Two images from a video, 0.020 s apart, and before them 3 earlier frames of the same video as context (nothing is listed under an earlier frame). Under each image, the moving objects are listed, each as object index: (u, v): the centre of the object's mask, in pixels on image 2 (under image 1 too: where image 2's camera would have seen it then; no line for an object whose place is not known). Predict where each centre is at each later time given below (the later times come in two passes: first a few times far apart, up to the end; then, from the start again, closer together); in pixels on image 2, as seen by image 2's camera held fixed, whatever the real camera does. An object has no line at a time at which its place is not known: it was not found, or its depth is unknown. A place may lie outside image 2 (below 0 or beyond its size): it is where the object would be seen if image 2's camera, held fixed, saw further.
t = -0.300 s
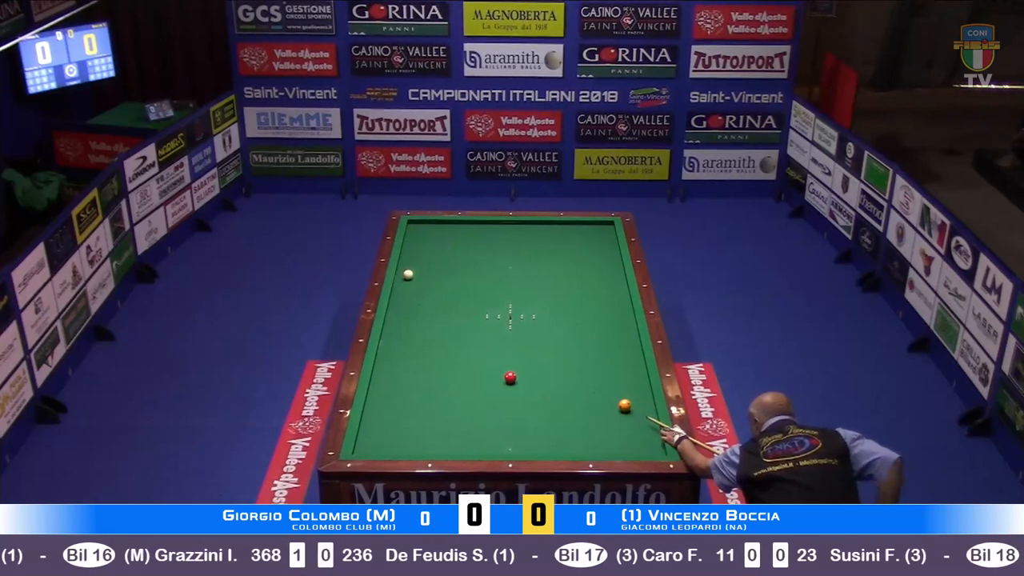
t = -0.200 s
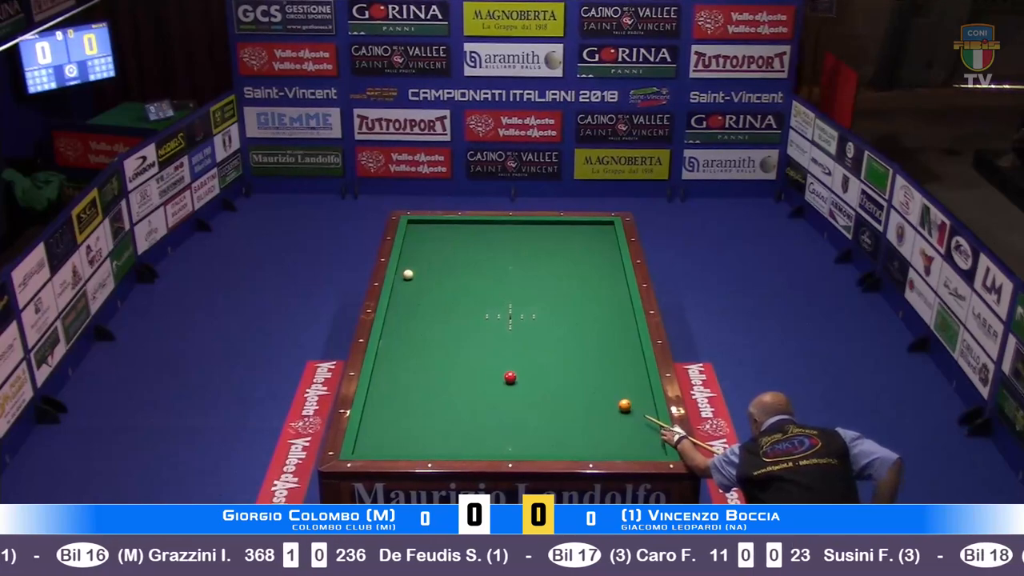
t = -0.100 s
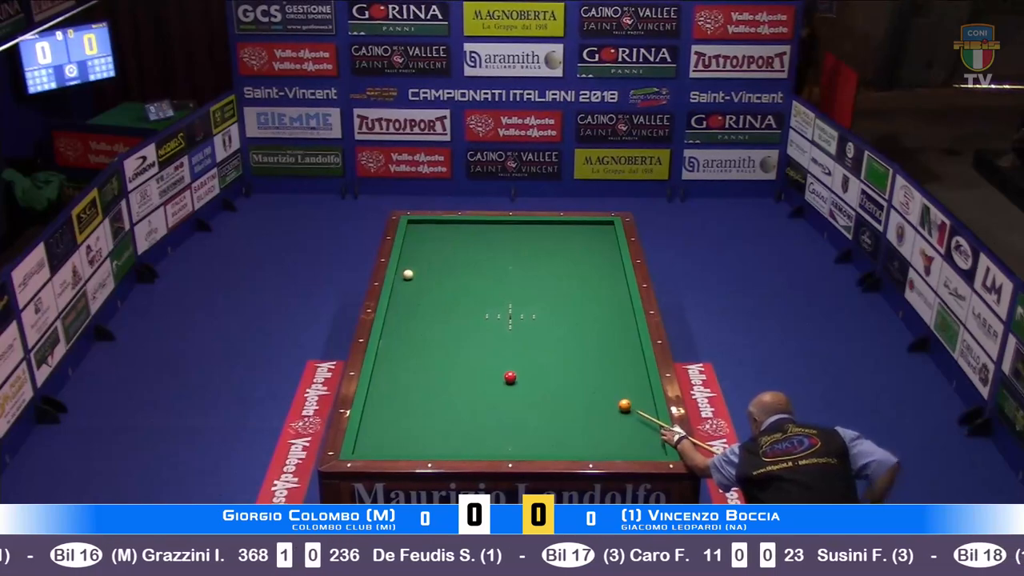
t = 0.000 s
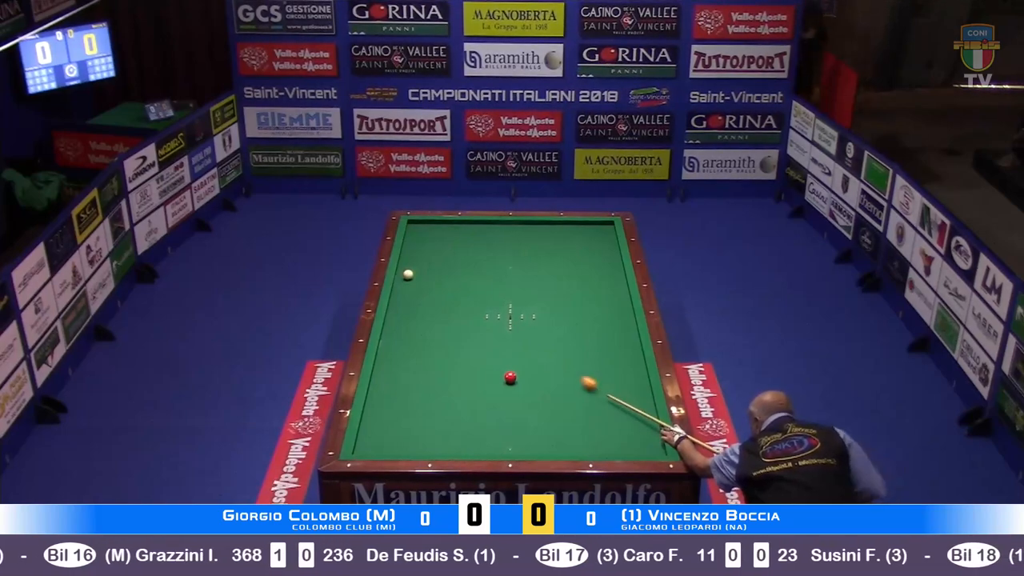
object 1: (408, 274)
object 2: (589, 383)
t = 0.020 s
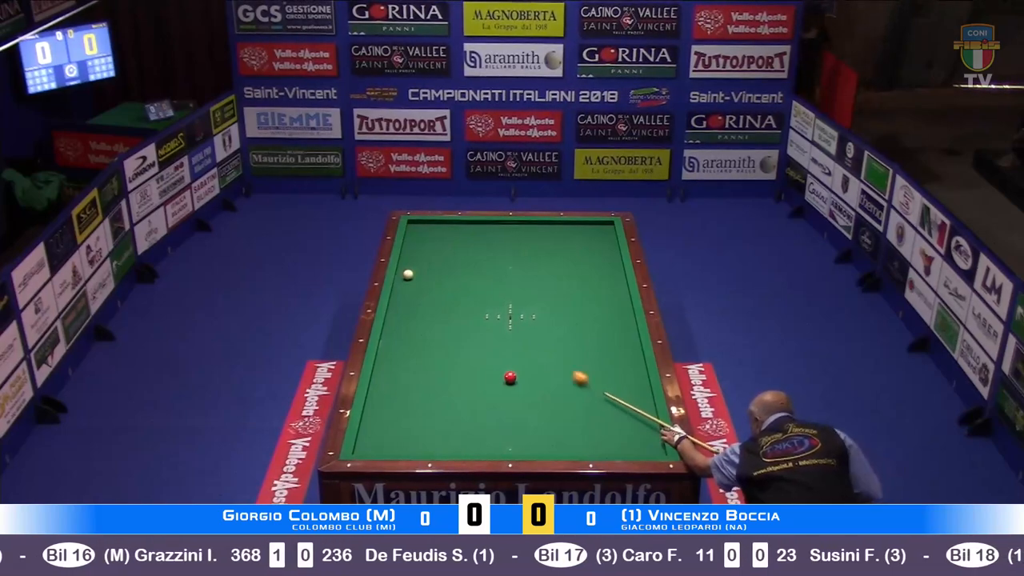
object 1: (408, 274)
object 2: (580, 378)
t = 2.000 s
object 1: (612, 243)
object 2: (442, 249)
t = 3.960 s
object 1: (469, 320)
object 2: (495, 225)
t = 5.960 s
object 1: (407, 401)
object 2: (521, 236)
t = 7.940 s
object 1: (463, 444)
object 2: (531, 241)
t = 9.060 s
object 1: (480, 429)
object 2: (531, 240)
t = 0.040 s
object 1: (408, 274)
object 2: (571, 372)
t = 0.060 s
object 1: (408, 274)
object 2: (563, 367)
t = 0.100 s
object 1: (408, 274)
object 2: (547, 357)
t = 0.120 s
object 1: (408, 274)
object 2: (539, 353)
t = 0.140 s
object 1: (408, 274)
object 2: (531, 348)
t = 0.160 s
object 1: (408, 274)
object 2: (524, 344)
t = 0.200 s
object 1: (408, 274)
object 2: (510, 336)
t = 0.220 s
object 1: (408, 274)
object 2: (503, 332)
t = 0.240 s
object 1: (408, 274)
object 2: (497, 328)
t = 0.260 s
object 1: (408, 274)
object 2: (490, 324)
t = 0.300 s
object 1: (408, 274)
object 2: (477, 316)
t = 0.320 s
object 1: (408, 274)
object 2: (472, 313)
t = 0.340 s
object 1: (408, 274)
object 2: (466, 310)
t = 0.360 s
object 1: (408, 274)
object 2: (460, 306)
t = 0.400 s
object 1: (408, 274)
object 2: (449, 300)
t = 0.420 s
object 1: (408, 274)
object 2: (444, 296)
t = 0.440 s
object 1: (408, 274)
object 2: (439, 294)
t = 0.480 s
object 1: (408, 274)
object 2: (428, 287)
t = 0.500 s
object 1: (408, 274)
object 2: (424, 284)
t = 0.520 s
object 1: (408, 274)
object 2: (419, 281)
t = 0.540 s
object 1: (407, 274)
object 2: (414, 279)
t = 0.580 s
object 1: (401, 269)
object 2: (412, 278)
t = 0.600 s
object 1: (404, 267)
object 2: (413, 278)
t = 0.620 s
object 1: (408, 265)
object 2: (412, 278)
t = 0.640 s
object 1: (413, 264)
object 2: (412, 278)
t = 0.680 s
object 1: (421, 261)
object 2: (411, 277)
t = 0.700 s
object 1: (426, 259)
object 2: (410, 277)
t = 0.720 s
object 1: (429, 257)
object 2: (409, 277)
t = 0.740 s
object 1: (433, 256)
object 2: (409, 276)
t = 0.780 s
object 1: (441, 253)
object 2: (407, 276)
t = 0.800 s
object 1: (445, 251)
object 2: (406, 275)
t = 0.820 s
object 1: (448, 250)
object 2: (405, 275)
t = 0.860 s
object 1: (455, 247)
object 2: (403, 274)
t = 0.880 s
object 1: (458, 246)
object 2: (402, 273)
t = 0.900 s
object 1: (461, 245)
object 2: (401, 272)
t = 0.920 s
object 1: (465, 243)
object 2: (400, 272)
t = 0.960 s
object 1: (471, 241)
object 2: (402, 271)
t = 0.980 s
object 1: (474, 240)
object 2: (403, 270)
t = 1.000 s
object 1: (476, 239)
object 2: (404, 270)
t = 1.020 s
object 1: (479, 238)
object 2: (405, 269)
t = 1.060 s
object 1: (485, 236)
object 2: (406, 269)
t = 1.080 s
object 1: (488, 235)
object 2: (407, 268)
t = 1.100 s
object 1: (491, 234)
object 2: (408, 268)
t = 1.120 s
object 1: (493, 233)
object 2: (409, 267)
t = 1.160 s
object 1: (499, 231)
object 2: (410, 266)
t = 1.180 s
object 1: (501, 230)
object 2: (411, 266)
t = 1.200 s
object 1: (504, 229)
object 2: (412, 266)
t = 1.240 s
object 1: (510, 227)
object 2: (414, 265)
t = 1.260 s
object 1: (512, 226)
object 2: (414, 264)
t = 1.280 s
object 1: (515, 225)
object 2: (415, 264)
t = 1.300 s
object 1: (517, 224)
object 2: (416, 263)
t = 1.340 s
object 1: (523, 222)
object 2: (418, 262)
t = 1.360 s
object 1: (525, 223)
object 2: (418, 262)
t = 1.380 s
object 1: (528, 224)
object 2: (419, 261)
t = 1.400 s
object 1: (531, 224)
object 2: (420, 261)
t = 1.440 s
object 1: (536, 226)
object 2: (421, 260)
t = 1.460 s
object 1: (539, 227)
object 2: (422, 260)
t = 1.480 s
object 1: (541, 227)
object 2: (423, 259)
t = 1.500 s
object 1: (544, 228)
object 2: (424, 259)
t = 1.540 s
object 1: (550, 229)
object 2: (425, 258)
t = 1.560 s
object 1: (552, 230)
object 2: (426, 258)
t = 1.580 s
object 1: (555, 230)
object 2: (427, 257)
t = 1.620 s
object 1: (560, 232)
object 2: (428, 256)
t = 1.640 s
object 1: (563, 232)
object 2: (429, 256)
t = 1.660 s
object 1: (566, 233)
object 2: (430, 256)
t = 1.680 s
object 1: (568, 234)
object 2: (431, 255)
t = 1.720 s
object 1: (573, 235)
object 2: (432, 255)
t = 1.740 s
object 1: (576, 235)
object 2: (433, 254)
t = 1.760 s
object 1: (579, 236)
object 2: (434, 254)
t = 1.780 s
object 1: (582, 237)
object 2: (434, 253)
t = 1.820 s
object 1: (587, 238)
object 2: (436, 252)
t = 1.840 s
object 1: (590, 239)
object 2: (436, 252)
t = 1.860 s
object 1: (593, 239)
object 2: (437, 252)
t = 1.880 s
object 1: (595, 240)
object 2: (438, 251)
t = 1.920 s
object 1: (601, 241)
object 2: (439, 251)
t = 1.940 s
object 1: (604, 242)
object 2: (440, 250)
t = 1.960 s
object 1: (606, 242)
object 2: (440, 250)
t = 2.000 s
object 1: (612, 243)
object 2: (442, 249)
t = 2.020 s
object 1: (614, 244)
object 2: (442, 249)
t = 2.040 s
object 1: (613, 245)
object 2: (444, 248)
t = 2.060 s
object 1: (611, 246)
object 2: (444, 248)
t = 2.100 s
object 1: (607, 247)
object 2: (445, 247)
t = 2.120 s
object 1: (605, 248)
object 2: (446, 247)
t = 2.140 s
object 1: (604, 249)
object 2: (447, 246)
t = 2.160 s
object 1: (602, 249)
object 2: (447, 246)
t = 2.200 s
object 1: (600, 251)
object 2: (449, 245)
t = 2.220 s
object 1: (598, 251)
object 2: (449, 245)
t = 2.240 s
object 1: (596, 252)
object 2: (450, 245)
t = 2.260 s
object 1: (595, 253)
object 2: (451, 244)
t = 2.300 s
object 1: (593, 255)
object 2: (452, 244)
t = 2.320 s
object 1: (591, 255)
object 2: (453, 243)
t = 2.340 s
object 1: (590, 256)
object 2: (453, 243)
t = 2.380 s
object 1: (587, 258)
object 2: (455, 242)
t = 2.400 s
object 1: (586, 258)
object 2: (455, 242)
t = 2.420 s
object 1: (584, 259)
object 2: (456, 241)
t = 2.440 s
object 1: (583, 260)
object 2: (456, 241)
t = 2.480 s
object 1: (580, 261)
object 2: (458, 240)
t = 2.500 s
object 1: (578, 262)
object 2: (458, 240)
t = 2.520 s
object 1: (577, 263)
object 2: (459, 240)
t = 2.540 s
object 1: (576, 263)
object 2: (459, 240)
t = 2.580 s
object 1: (573, 265)
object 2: (461, 239)
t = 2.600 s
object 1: (571, 266)
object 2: (461, 238)
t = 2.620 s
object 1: (570, 266)
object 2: (462, 238)
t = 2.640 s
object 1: (569, 267)
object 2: (462, 238)
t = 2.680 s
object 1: (566, 269)
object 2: (464, 237)
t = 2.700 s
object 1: (564, 269)
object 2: (464, 237)
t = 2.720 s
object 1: (563, 270)
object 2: (465, 237)
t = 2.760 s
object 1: (560, 272)
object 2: (466, 236)
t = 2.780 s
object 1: (558, 272)
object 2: (466, 235)
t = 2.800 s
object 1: (557, 273)
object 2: (467, 235)
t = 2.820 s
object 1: (556, 274)
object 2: (468, 235)
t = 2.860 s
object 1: (553, 275)
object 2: (469, 234)
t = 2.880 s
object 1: (551, 276)
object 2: (470, 234)
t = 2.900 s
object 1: (550, 277)
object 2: (470, 234)
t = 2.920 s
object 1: (548, 278)
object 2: (471, 233)
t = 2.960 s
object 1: (545, 280)
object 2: (472, 232)
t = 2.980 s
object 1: (544, 280)
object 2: (472, 232)
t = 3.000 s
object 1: (542, 281)
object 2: (473, 232)
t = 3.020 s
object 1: (541, 282)
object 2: (473, 232)
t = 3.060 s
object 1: (538, 283)
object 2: (475, 231)
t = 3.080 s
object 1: (537, 284)
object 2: (475, 231)
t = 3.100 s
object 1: (535, 285)
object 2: (476, 230)
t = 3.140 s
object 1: (532, 286)
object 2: (477, 230)
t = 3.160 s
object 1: (530, 287)
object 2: (477, 230)
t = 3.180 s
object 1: (529, 288)
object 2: (478, 229)
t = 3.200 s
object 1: (528, 289)
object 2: (478, 229)
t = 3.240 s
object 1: (524, 291)
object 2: (480, 228)
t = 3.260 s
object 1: (523, 291)
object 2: (480, 228)
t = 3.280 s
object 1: (521, 292)
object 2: (481, 228)
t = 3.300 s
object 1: (520, 293)
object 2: (481, 227)
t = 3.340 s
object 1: (517, 294)
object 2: (482, 227)
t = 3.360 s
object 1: (515, 295)
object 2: (483, 227)
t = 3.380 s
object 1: (514, 296)
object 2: (483, 226)
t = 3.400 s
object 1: (512, 297)
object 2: (484, 226)
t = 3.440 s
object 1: (509, 298)
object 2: (485, 226)
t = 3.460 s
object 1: (508, 299)
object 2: (485, 225)
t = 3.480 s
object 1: (506, 300)
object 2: (486, 225)
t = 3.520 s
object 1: (503, 302)
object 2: (487, 225)
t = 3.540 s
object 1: (501, 303)
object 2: (487, 224)
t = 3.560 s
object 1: (500, 304)
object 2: (488, 224)
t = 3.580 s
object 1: (499, 304)
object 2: (488, 223)
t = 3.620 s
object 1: (496, 306)
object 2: (489, 223)
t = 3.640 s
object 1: (494, 307)
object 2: (490, 223)
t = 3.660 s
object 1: (492, 308)
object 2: (490, 222)
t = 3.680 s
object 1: (491, 308)
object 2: (491, 222)
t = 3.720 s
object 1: (488, 310)
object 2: (492, 223)
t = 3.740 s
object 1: (486, 311)
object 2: (492, 223)
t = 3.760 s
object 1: (484, 312)
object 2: (492, 223)
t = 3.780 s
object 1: (483, 313)
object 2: (493, 223)
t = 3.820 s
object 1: (480, 314)
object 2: (493, 223)
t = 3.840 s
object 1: (478, 315)
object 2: (494, 224)
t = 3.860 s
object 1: (476, 316)
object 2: (494, 224)
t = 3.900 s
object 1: (473, 318)
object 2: (494, 224)
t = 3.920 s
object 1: (472, 319)
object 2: (495, 224)
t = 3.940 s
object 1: (470, 320)
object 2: (495, 224)
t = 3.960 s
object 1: (469, 320)
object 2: (495, 225)
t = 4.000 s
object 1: (465, 322)
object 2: (496, 225)
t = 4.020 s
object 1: (464, 323)
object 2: (496, 225)
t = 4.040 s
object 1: (462, 324)
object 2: (497, 225)
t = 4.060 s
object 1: (461, 325)
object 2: (497, 225)
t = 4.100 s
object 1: (457, 326)
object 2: (498, 226)
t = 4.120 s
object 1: (456, 327)
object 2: (498, 226)
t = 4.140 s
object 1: (454, 328)
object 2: (498, 226)
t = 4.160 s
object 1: (452, 329)
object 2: (498, 226)
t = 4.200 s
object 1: (449, 331)
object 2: (499, 226)
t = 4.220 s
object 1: (448, 332)
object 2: (499, 226)
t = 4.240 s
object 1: (446, 332)
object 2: (500, 226)
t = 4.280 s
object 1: (442, 334)
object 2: (500, 227)
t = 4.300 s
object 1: (441, 335)
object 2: (500, 227)
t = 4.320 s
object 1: (439, 336)
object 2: (501, 227)
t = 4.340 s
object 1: (437, 337)
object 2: (501, 227)
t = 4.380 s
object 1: (434, 339)
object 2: (502, 227)
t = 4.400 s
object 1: (433, 339)
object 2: (502, 227)
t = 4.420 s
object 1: (431, 340)
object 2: (503, 228)
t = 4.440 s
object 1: (429, 341)
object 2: (503, 228)
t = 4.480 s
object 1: (426, 343)
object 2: (503, 228)
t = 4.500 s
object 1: (424, 344)
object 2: (504, 228)
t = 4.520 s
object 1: (423, 345)
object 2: (504, 229)
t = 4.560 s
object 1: (419, 347)
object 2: (504, 229)
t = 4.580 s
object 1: (417, 347)
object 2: (505, 229)
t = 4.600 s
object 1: (416, 349)
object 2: (505, 229)
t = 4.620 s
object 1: (414, 349)
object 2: (505, 229)
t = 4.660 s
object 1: (411, 351)
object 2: (506, 229)
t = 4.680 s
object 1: (409, 352)
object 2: (506, 229)
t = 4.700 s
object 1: (407, 353)
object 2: (506, 229)
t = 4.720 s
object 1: (405, 354)
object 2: (507, 229)
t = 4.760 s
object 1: (402, 356)
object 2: (507, 230)
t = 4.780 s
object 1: (400, 357)
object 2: (508, 230)
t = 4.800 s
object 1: (399, 358)
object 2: (508, 230)
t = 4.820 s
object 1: (397, 359)
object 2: (508, 230)
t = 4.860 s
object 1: (393, 360)
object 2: (508, 230)
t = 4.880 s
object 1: (392, 361)
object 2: (509, 230)
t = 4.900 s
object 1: (390, 362)
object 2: (509, 231)
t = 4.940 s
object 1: (386, 364)
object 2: (509, 231)
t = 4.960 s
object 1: (385, 365)
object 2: (510, 231)
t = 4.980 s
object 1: (383, 366)
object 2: (510, 231)
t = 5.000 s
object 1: (381, 367)
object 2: (510, 231)
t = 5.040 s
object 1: (378, 369)
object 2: (511, 231)
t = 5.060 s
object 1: (378, 369)
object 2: (511, 232)
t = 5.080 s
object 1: (379, 370)
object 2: (511, 232)
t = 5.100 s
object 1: (380, 371)
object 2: (511, 232)
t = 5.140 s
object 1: (382, 372)
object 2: (512, 232)
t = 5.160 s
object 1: (382, 373)
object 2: (512, 232)
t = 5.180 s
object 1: (383, 374)
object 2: (513, 232)
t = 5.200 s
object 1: (384, 374)
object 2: (513, 233)
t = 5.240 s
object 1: (385, 376)
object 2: (513, 233)
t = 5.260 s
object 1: (385, 377)
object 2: (513, 233)
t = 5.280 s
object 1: (386, 377)
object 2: (514, 233)
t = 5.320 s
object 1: (387, 379)
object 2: (514, 233)
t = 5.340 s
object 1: (388, 379)
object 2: (514, 233)
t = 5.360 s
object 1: (388, 380)
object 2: (514, 233)
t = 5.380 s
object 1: (389, 381)
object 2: (515, 234)
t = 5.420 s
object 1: (390, 382)
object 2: (515, 234)
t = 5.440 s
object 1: (391, 383)
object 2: (516, 234)
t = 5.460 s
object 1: (391, 384)
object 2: (516, 234)
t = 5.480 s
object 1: (392, 384)
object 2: (516, 234)
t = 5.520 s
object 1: (393, 386)
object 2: (516, 234)
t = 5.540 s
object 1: (394, 386)
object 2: (516, 234)
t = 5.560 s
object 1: (394, 387)
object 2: (517, 234)
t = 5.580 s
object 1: (395, 388)
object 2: (517, 234)
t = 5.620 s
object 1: (396, 389)
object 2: (517, 235)
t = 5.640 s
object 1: (397, 390)
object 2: (517, 235)
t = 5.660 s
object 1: (397, 391)
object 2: (518, 235)
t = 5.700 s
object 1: (399, 392)
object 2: (518, 235)
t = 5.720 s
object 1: (399, 393)
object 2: (518, 235)
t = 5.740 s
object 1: (400, 394)
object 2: (518, 235)
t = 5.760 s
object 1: (401, 394)
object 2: (519, 235)
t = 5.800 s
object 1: (402, 396)
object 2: (519, 235)
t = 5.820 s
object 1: (402, 396)
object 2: (519, 235)
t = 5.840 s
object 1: (403, 397)
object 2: (519, 236)
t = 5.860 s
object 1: (403, 398)
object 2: (520, 236)
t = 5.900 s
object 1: (405, 399)
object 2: (520, 236)
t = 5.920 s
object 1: (405, 400)
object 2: (520, 236)
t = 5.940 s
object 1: (406, 401)
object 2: (520, 236)
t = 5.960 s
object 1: (407, 401)
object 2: (521, 236)
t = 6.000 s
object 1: (408, 403)
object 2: (521, 236)
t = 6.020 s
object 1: (408, 404)
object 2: (521, 236)
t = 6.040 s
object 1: (409, 404)
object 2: (522, 237)
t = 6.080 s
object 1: (410, 406)
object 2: (522, 237)
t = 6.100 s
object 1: (411, 406)
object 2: (522, 237)
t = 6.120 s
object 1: (411, 407)
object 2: (522, 237)
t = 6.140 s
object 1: (412, 408)
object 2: (522, 237)
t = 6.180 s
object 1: (413, 409)
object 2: (523, 237)
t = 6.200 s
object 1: (414, 410)
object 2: (523, 237)
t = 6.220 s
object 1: (415, 411)
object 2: (523, 237)
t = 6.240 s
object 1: (415, 411)
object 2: (523, 237)
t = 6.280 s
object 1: (416, 413)
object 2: (523, 237)
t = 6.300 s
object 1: (417, 413)
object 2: (524, 237)
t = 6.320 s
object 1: (418, 414)
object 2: (524, 237)
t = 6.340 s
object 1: (418, 415)
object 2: (524, 237)
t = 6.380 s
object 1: (419, 416)
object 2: (524, 237)
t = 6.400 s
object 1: (420, 417)
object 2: (524, 238)
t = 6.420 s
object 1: (421, 418)
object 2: (524, 238)
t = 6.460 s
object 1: (422, 419)
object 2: (525, 238)
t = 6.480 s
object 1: (423, 420)
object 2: (525, 238)
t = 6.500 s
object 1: (423, 420)
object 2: (525, 238)
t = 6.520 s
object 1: (424, 421)
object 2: (525, 238)
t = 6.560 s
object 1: (425, 423)
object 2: (525, 238)
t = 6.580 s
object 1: (426, 423)
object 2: (526, 238)
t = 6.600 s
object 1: (426, 424)
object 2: (526, 238)
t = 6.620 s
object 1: (427, 424)
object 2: (526, 238)
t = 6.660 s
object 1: (428, 426)
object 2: (526, 238)
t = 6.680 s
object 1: (428, 427)
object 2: (526, 238)
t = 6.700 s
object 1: (429, 428)
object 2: (526, 238)
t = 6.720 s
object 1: (430, 428)
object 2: (526, 239)
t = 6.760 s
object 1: (431, 430)
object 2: (527, 239)
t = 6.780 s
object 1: (432, 430)
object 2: (527, 239)
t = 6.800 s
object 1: (432, 431)
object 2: (527, 239)
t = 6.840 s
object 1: (433, 432)
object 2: (527, 239)
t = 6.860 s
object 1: (434, 433)
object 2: (528, 239)
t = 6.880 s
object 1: (435, 434)
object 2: (528, 239)
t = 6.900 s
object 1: (433, 434)
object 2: (527, 239)
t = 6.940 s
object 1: (434, 436)
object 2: (527, 239)
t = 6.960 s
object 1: (435, 437)
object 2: (527, 239)
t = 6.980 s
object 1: (435, 437)
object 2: (527, 239)
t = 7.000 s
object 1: (436, 438)
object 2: (527, 239)
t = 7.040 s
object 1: (437, 439)
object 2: (528, 239)
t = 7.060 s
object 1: (438, 440)
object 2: (528, 239)
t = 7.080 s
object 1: (438, 441)
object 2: (528, 239)
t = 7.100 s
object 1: (439, 441)
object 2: (528, 239)
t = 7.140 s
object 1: (440, 443)
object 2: (528, 239)
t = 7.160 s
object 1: (441, 443)
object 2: (528, 240)
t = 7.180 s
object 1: (441, 444)
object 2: (529, 240)
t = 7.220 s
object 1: (443, 445)
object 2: (529, 240)
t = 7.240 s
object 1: (443, 446)
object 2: (529, 240)
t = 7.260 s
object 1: (444, 447)
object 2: (529, 240)
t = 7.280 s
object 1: (444, 447)
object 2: (529, 240)
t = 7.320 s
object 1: (445, 447)
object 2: (529, 240)
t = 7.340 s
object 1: (446, 448)
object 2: (529, 240)
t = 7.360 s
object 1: (447, 448)
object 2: (529, 240)
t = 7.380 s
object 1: (448, 449)
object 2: (529, 240)
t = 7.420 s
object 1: (450, 450)
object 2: (530, 240)
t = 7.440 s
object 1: (451, 450)
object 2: (530, 240)
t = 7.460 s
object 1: (451, 450)
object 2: (530, 240)
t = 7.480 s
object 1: (453, 449)
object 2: (530, 240)
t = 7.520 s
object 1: (453, 449)
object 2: (530, 240)
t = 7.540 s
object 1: (454, 449)
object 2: (530, 240)
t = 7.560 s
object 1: (455, 449)
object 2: (530, 240)
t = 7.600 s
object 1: (455, 448)
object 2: (530, 240)
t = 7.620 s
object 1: (456, 448)
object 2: (531, 240)
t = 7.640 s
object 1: (456, 448)
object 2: (531, 240)
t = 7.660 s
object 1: (457, 448)
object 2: (531, 240)
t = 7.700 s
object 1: (458, 448)
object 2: (531, 241)
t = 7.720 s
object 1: (458, 447)
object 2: (531, 240)
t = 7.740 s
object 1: (459, 447)
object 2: (531, 241)
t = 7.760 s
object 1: (459, 447)
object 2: (531, 241)
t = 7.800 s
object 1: (460, 446)
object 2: (531, 241)
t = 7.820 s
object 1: (460, 446)
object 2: (531, 241)
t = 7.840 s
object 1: (461, 446)
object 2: (531, 241)
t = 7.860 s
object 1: (461, 445)
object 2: (531, 241)
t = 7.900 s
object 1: (462, 445)
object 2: (531, 241)
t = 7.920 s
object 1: (463, 445)
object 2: (531, 241)
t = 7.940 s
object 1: (463, 444)
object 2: (531, 241)
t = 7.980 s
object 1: (464, 444)
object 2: (531, 241)
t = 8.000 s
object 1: (464, 444)
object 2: (531, 241)
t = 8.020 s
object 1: (464, 443)
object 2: (531, 241)
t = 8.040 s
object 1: (466, 443)
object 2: (531, 241)
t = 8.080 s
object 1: (466, 442)
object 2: (531, 241)
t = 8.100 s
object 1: (467, 442)
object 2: (531, 241)
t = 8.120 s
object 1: (467, 441)
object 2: (531, 241)
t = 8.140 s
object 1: (467, 441)
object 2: (531, 241)
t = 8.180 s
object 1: (468, 440)
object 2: (531, 241)
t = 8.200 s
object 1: (468, 440)
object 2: (531, 241)
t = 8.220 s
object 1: (469, 440)
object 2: (531, 241)
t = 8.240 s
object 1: (469, 440)
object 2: (531, 241)
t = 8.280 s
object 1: (470, 439)
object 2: (531, 241)
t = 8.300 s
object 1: (469, 438)
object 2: (531, 241)
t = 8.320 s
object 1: (468, 435)
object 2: (531, 241)
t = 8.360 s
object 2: (531, 241)
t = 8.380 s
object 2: (530, 241)
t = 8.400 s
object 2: (530, 241)
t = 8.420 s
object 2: (530, 241)
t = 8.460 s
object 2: (530, 241)
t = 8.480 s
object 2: (530, 241)
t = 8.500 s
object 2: (530, 241)
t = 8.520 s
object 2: (530, 241)
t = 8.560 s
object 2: (530, 241)
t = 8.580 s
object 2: (530, 241)
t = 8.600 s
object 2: (530, 241)
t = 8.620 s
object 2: (530, 241)
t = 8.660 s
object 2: (530, 240)
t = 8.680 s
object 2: (530, 240)
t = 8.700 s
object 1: (477, 432)
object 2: (530, 240)
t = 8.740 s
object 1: (475, 432)
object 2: (530, 240)
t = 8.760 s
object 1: (475, 432)
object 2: (530, 241)
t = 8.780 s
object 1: (475, 432)
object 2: (530, 240)
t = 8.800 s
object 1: (476, 432)
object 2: (530, 241)
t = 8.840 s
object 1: (477, 431)
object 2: (531, 241)
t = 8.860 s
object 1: (478, 431)
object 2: (531, 240)
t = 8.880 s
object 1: (478, 431)
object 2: (531, 240)
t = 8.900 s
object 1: (478, 431)
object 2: (531, 240)
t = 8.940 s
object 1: (479, 430)
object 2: (531, 240)
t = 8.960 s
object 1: (479, 430)
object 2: (531, 240)
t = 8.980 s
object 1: (479, 430)
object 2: (531, 240)
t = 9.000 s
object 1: (479, 430)
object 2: (530, 240)
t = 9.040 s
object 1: (480, 430)
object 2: (531, 241)
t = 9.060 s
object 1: (480, 429)
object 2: (531, 240)
